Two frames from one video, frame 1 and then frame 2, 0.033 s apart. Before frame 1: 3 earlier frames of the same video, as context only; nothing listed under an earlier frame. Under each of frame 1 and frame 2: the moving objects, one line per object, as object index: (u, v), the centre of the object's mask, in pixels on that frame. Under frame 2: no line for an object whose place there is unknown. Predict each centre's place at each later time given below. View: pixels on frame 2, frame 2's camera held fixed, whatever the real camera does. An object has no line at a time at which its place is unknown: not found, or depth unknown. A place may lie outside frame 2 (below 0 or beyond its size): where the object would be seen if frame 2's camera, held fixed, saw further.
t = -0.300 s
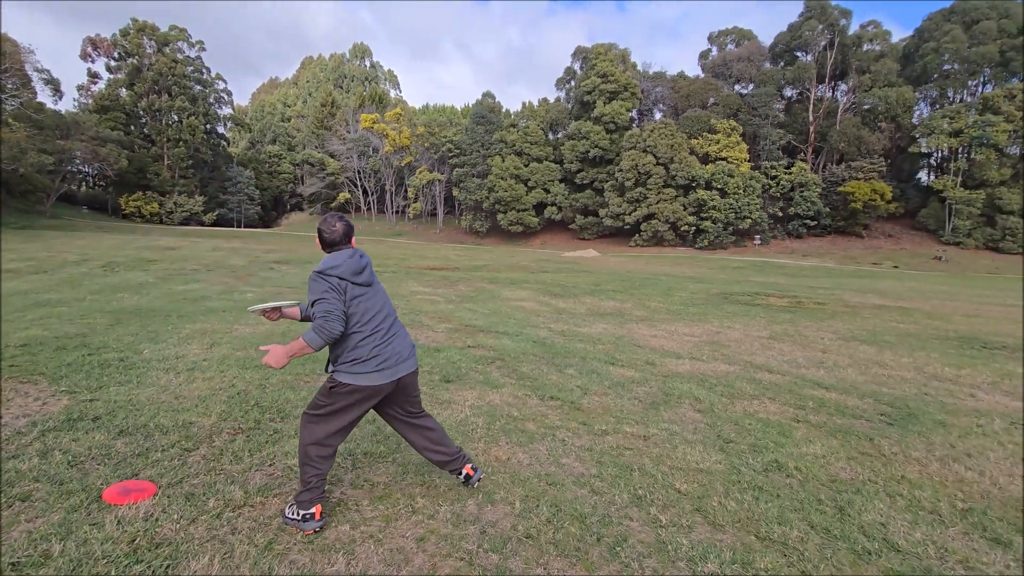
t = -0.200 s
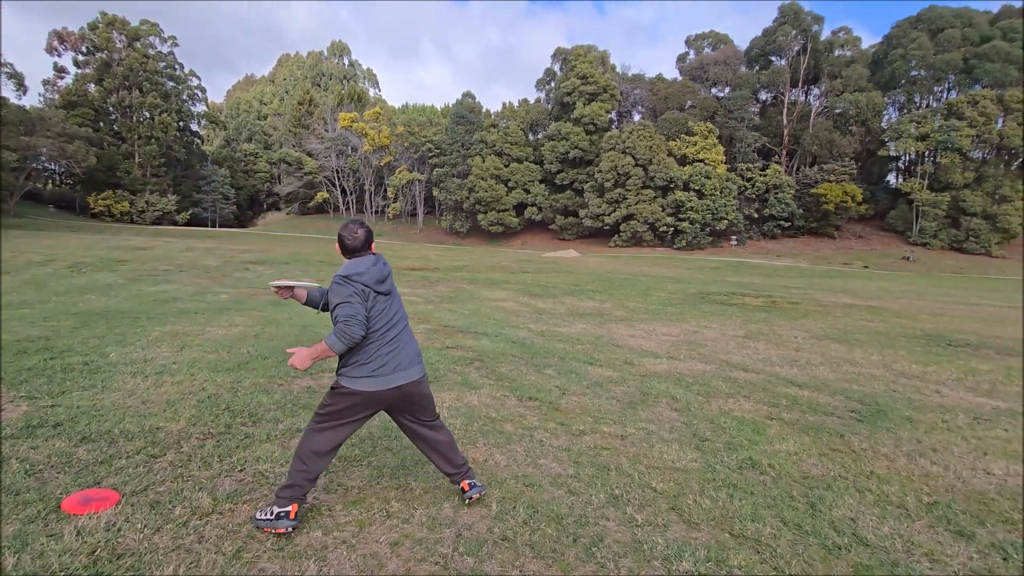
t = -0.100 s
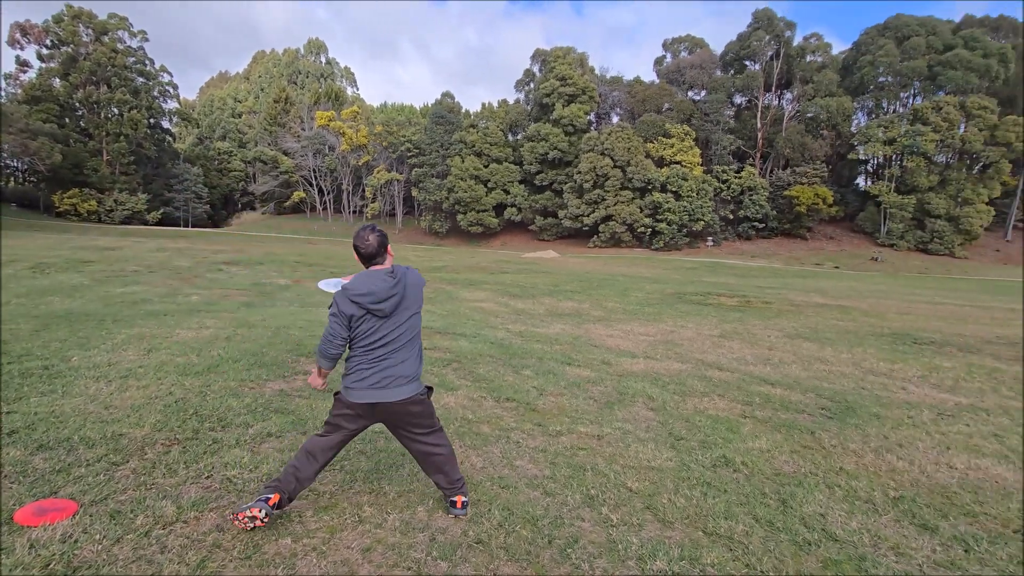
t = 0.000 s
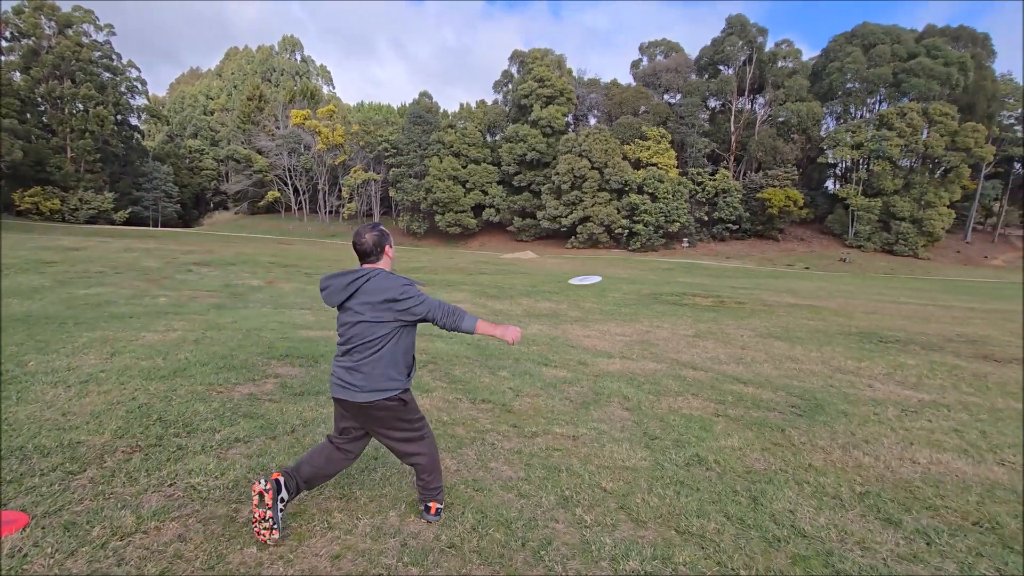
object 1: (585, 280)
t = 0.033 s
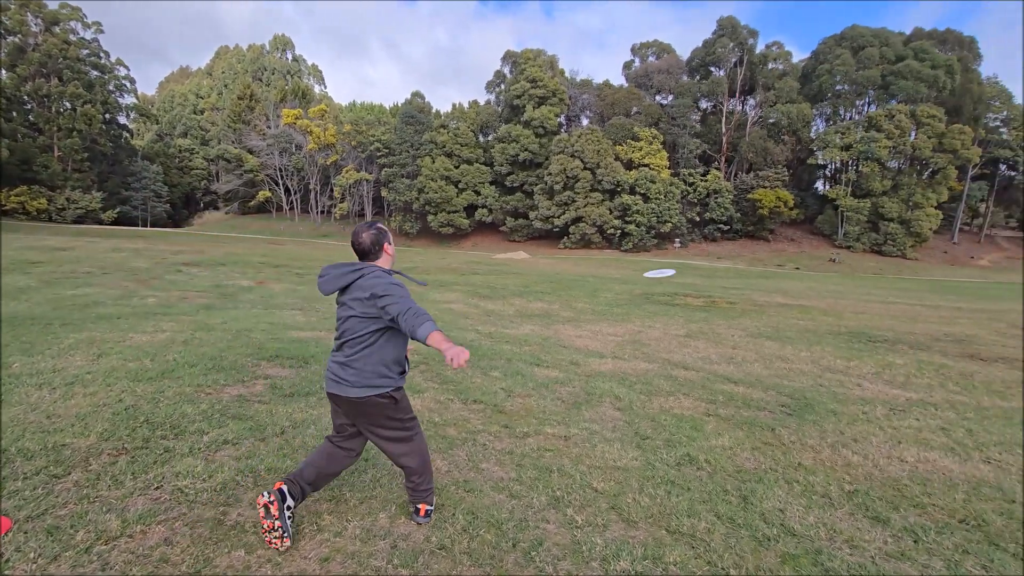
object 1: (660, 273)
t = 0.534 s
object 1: (1285, 187)
